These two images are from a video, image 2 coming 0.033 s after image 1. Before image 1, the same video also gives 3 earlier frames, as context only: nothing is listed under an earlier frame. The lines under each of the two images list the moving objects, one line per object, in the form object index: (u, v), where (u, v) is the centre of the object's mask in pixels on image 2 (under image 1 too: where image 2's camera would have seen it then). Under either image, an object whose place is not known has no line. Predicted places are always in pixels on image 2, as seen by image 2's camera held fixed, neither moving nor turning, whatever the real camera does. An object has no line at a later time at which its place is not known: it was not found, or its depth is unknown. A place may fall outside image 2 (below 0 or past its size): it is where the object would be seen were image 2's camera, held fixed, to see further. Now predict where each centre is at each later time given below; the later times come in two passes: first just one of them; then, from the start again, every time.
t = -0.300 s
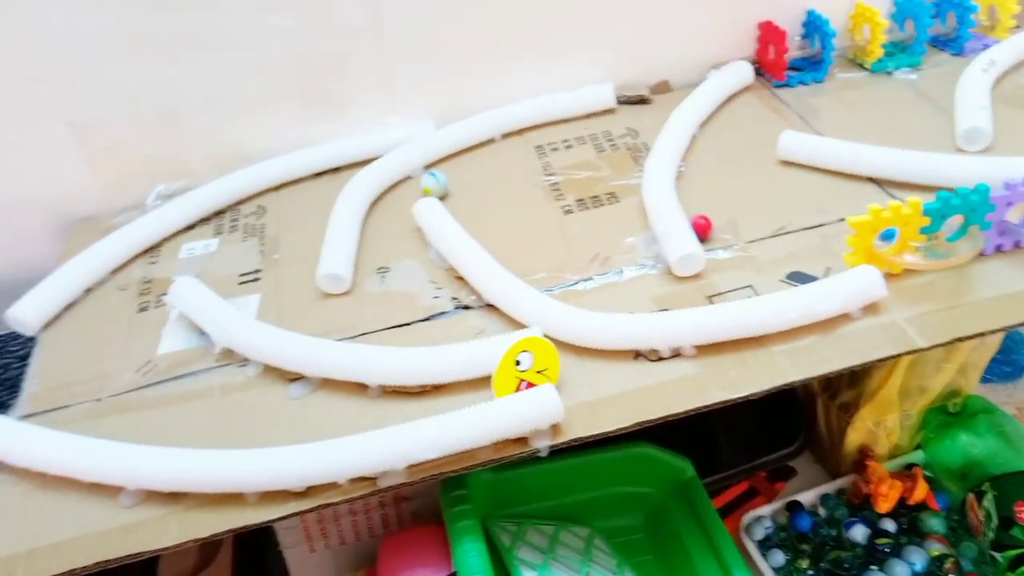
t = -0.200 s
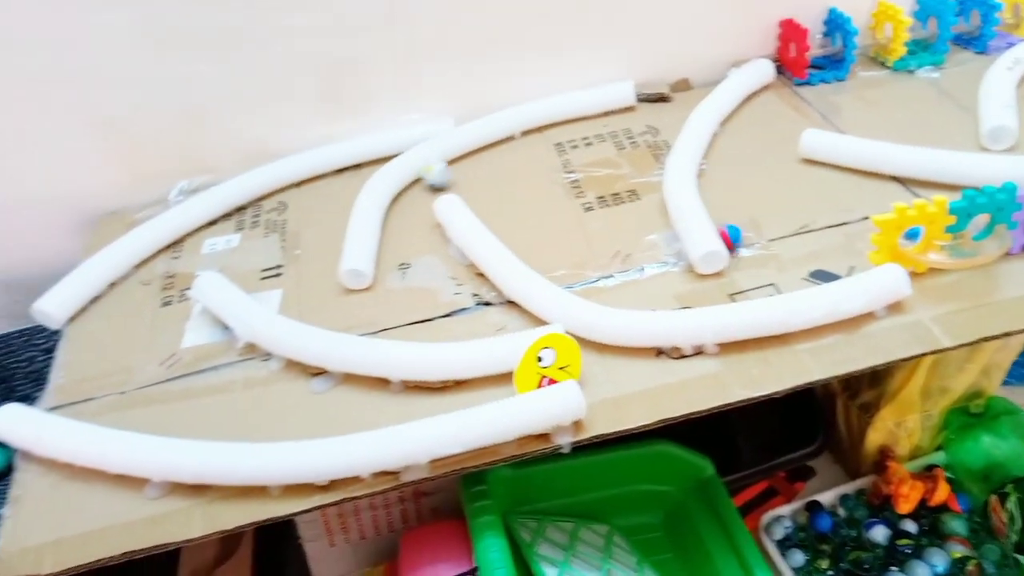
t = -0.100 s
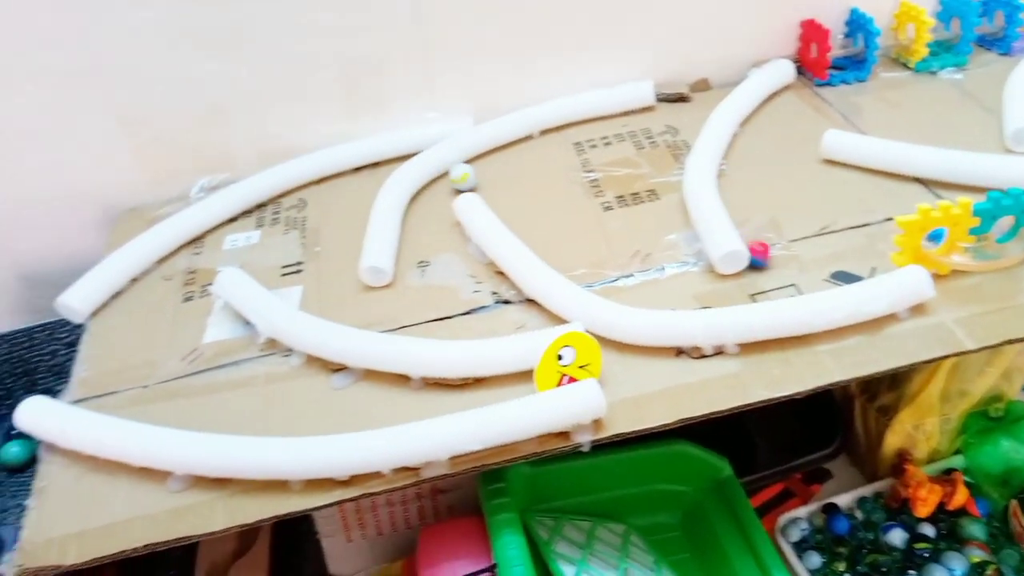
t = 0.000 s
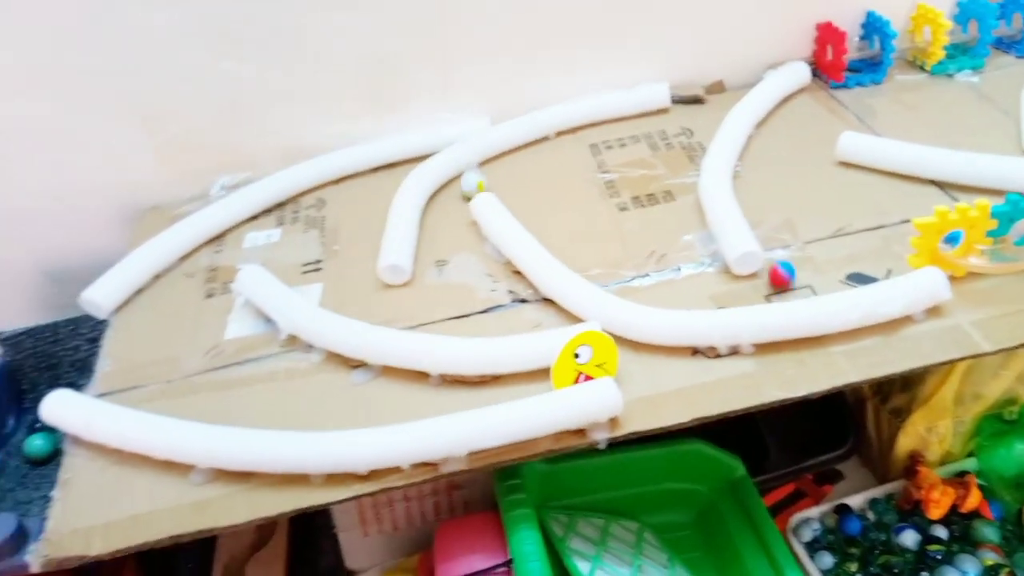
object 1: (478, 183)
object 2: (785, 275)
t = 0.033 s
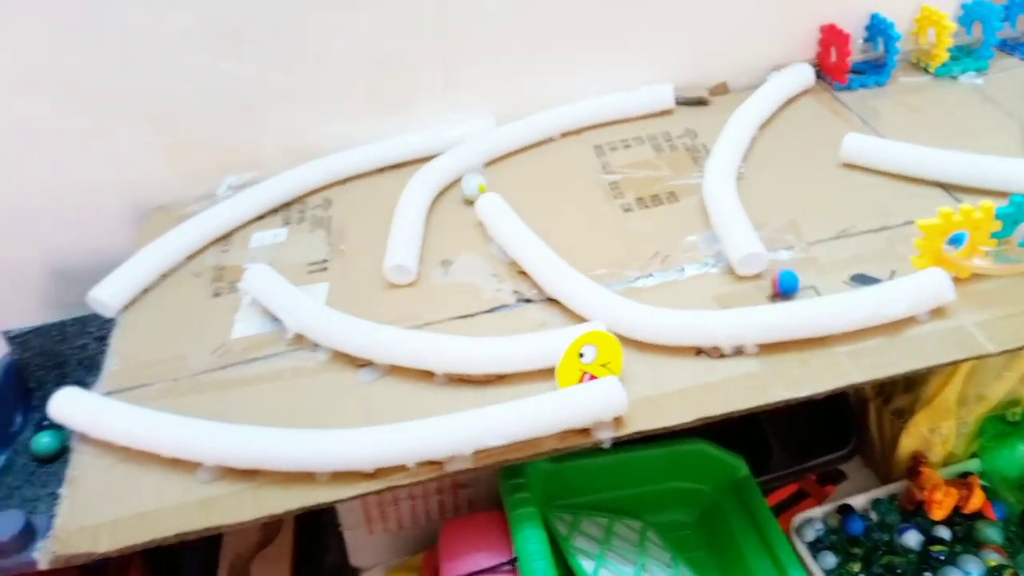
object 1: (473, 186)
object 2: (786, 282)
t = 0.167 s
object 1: (445, 201)
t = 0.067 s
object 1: (467, 189)
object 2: (783, 291)
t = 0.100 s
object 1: (460, 193)
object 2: (778, 295)
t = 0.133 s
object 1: (450, 195)
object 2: (772, 296)
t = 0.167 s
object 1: (445, 201)
